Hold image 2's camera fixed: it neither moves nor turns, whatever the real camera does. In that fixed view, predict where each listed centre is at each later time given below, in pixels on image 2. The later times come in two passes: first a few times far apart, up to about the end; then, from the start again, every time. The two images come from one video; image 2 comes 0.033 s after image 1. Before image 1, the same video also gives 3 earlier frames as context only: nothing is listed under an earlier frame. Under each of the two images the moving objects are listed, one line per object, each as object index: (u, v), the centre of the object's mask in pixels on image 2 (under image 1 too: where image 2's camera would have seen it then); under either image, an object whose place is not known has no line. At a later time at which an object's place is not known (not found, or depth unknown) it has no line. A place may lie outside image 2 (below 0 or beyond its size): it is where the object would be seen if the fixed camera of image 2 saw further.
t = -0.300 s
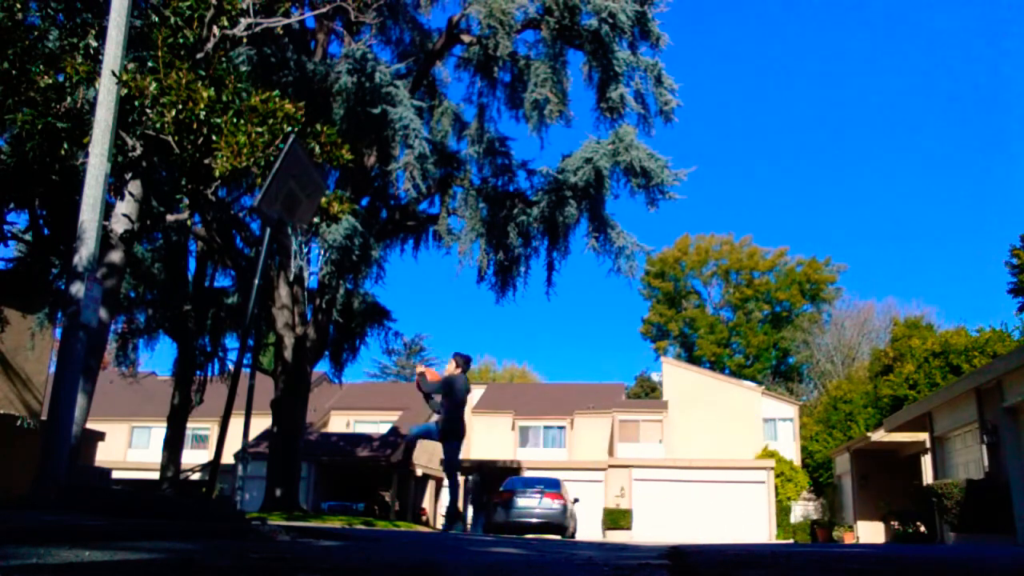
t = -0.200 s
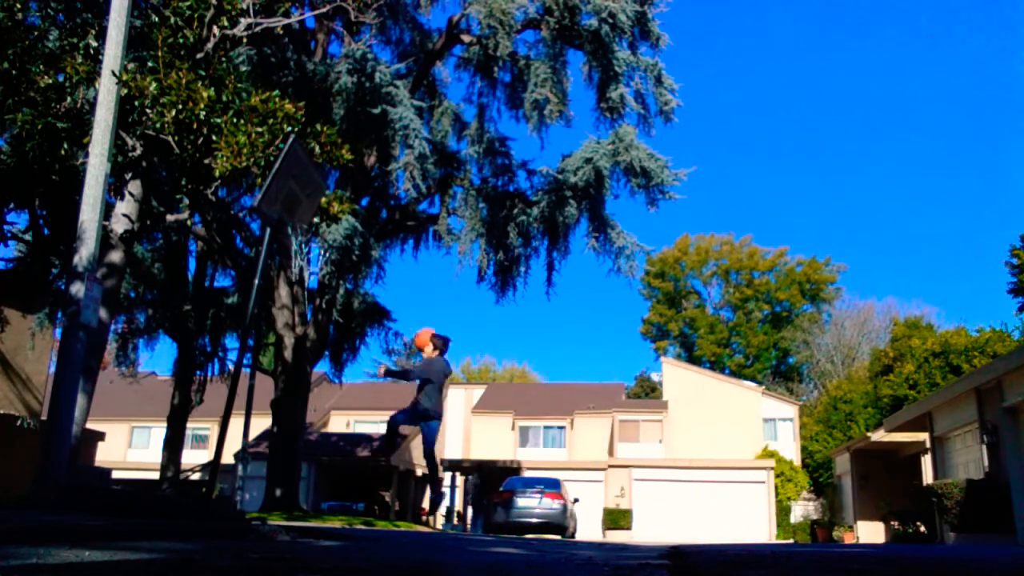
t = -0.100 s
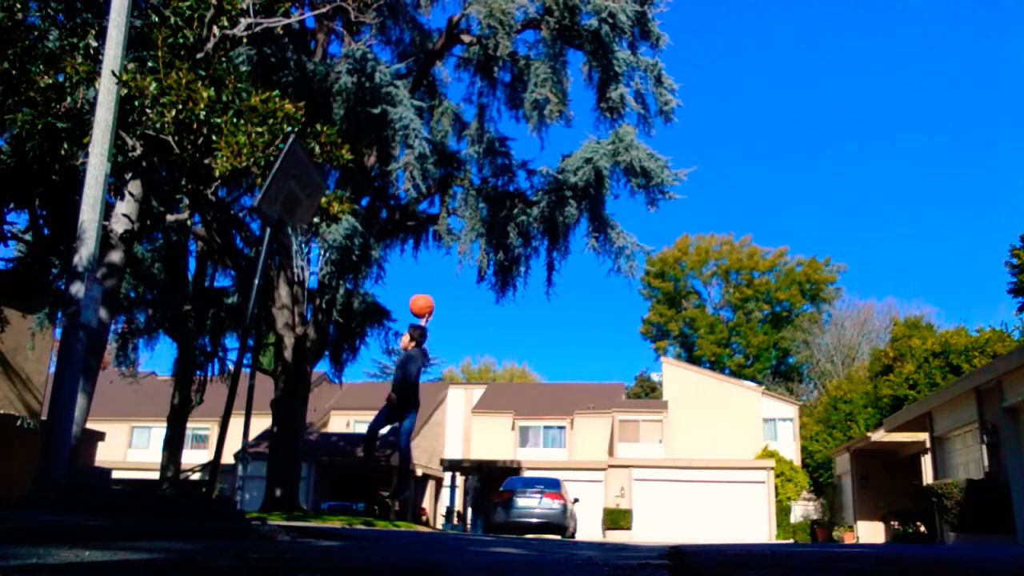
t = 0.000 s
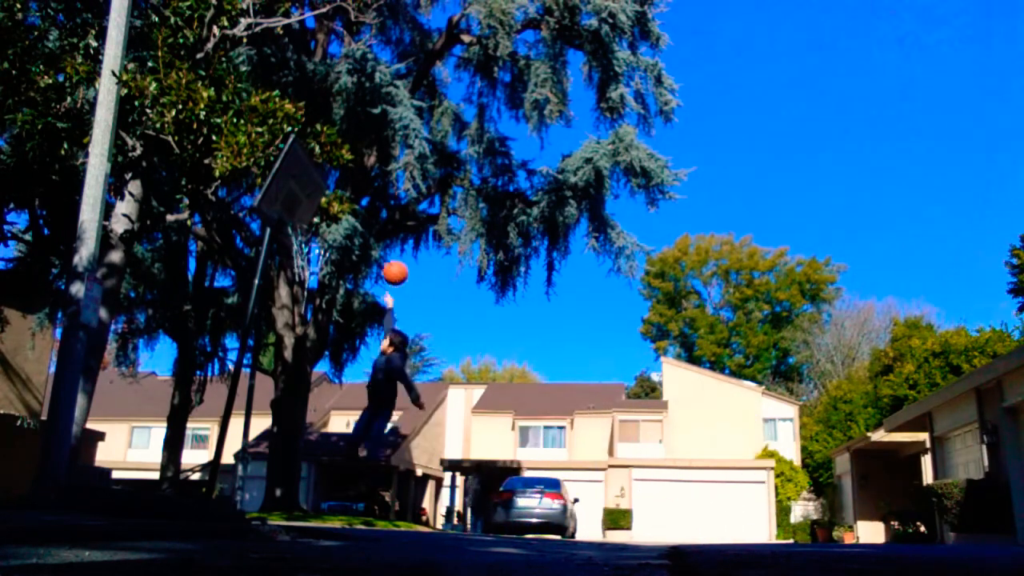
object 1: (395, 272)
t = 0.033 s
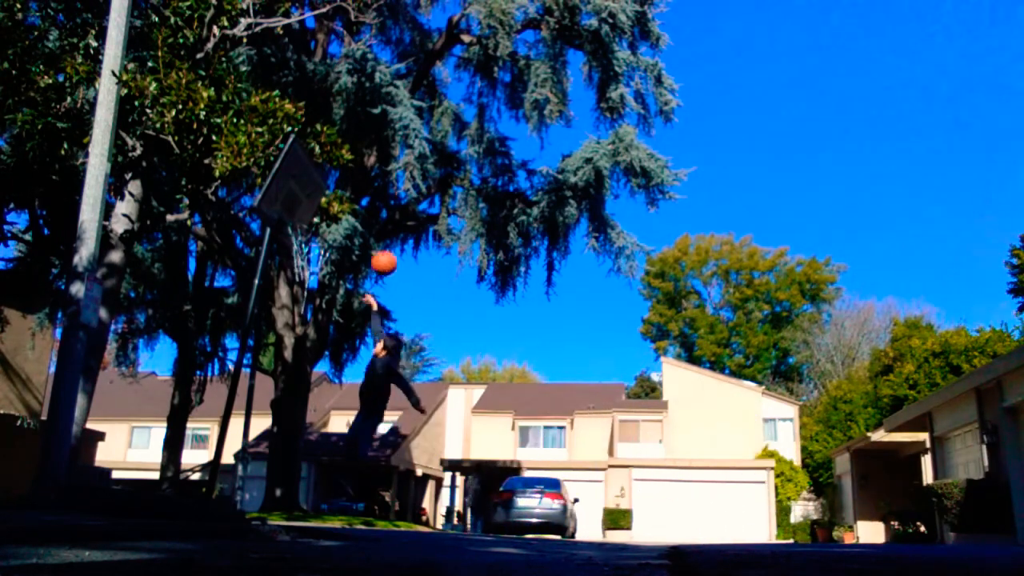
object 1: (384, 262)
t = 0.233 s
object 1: (315, 226)
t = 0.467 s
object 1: (317, 214)
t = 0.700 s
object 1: (326, 249)
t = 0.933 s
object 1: (332, 339)
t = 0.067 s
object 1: (372, 253)
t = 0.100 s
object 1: (361, 245)
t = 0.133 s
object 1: (350, 239)
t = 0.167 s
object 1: (338, 233)
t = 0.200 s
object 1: (326, 229)
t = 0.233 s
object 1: (315, 226)
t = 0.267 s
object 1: (306, 223)
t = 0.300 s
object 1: (306, 223)
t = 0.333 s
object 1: (309, 219)
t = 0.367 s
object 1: (311, 217)
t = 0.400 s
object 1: (313, 215)
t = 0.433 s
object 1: (315, 214)
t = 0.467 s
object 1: (317, 214)
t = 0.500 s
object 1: (318, 217)
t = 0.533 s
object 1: (320, 219)
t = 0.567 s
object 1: (321, 223)
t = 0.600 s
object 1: (322, 228)
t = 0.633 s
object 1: (323, 234)
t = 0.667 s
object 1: (325, 240)
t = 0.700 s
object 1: (326, 249)
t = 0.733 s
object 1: (327, 259)
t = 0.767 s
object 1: (328, 270)
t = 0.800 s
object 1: (329, 281)
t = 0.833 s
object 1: (330, 294)
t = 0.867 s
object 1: (331, 308)
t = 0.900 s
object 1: (332, 323)
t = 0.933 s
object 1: (332, 339)
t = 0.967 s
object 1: (333, 358)
